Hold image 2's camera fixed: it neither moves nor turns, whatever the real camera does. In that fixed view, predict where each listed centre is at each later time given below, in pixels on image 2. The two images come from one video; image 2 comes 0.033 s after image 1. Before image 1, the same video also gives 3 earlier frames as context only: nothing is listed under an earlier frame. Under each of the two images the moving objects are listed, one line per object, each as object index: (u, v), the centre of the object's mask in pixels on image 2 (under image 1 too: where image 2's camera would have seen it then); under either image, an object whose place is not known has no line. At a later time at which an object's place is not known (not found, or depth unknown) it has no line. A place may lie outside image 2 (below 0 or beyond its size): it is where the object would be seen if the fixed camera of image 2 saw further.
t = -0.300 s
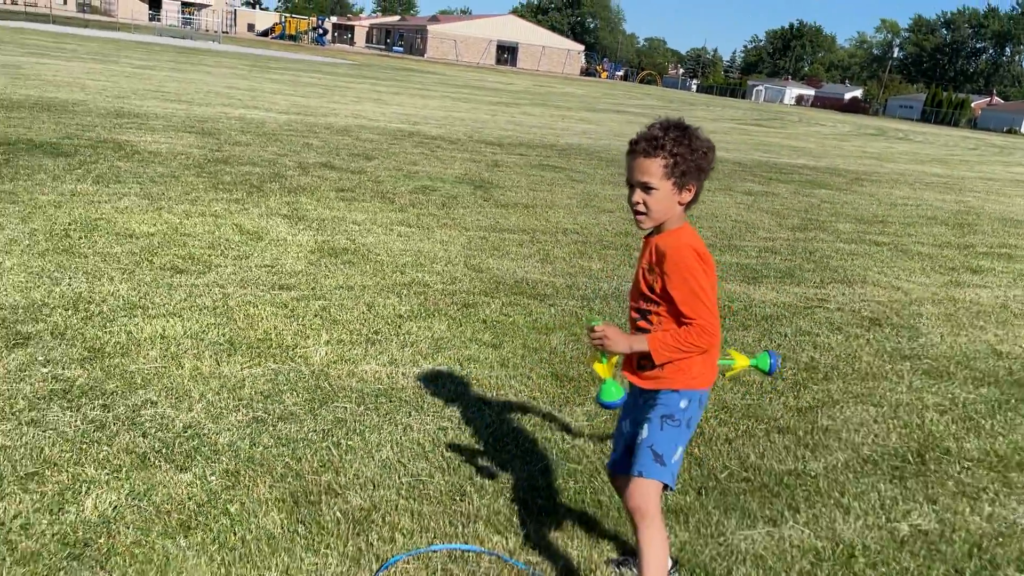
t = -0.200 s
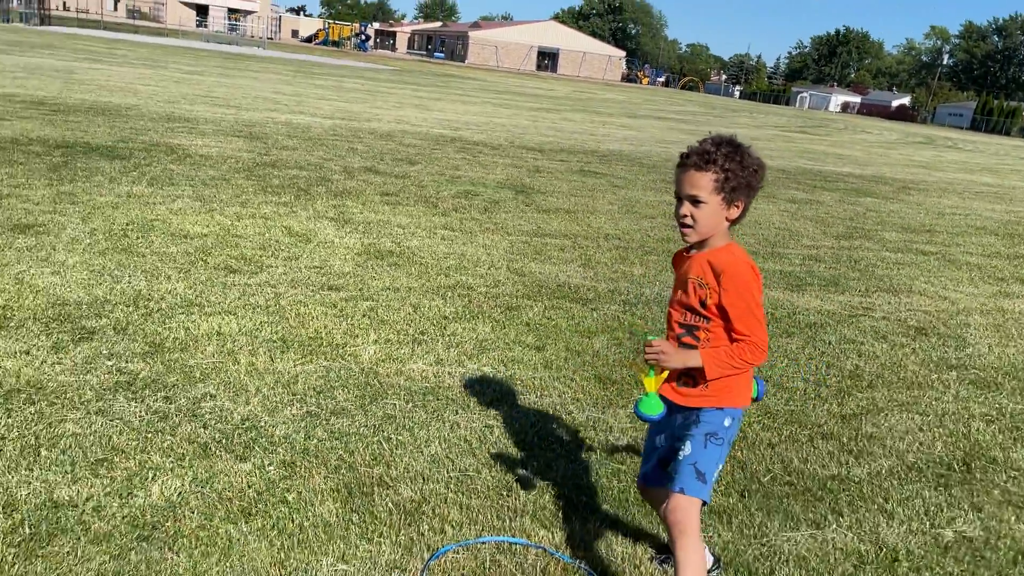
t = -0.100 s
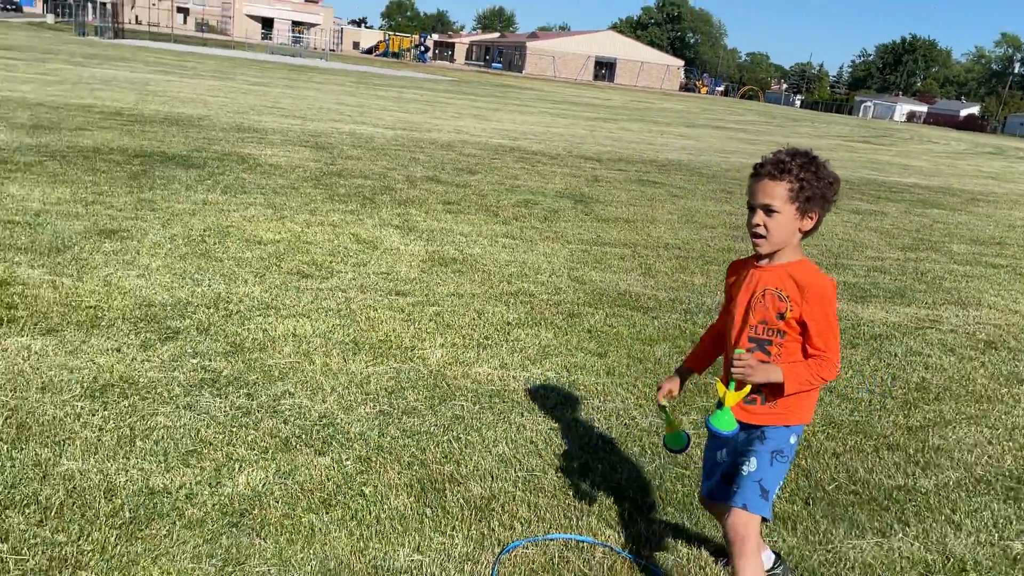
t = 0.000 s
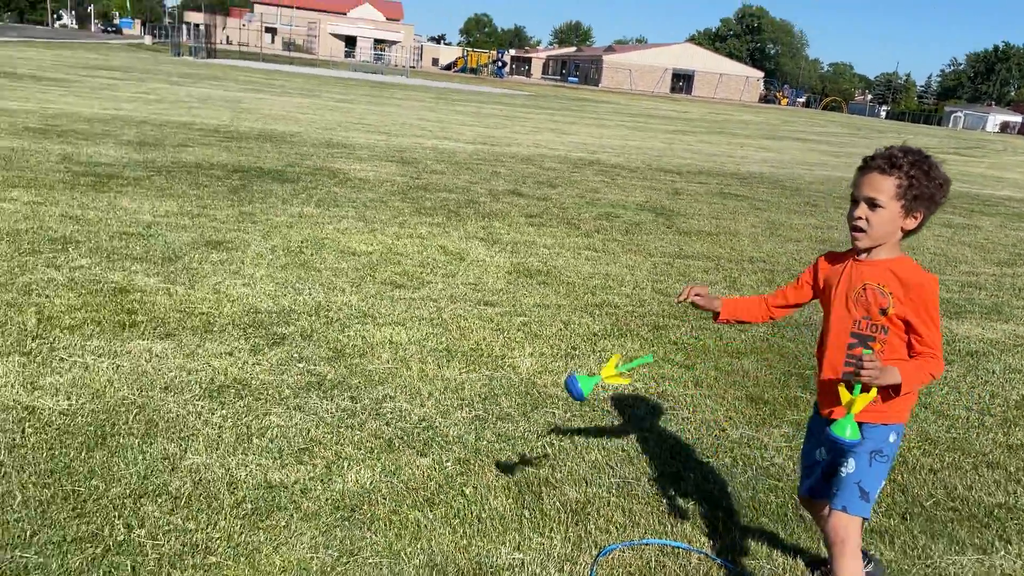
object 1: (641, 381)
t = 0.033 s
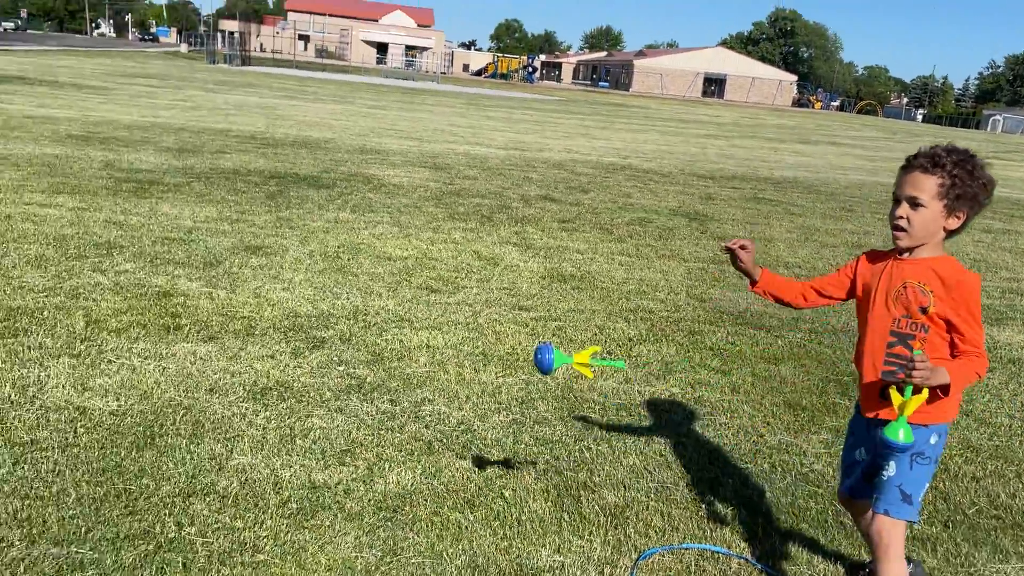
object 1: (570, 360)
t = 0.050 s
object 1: (531, 349)
